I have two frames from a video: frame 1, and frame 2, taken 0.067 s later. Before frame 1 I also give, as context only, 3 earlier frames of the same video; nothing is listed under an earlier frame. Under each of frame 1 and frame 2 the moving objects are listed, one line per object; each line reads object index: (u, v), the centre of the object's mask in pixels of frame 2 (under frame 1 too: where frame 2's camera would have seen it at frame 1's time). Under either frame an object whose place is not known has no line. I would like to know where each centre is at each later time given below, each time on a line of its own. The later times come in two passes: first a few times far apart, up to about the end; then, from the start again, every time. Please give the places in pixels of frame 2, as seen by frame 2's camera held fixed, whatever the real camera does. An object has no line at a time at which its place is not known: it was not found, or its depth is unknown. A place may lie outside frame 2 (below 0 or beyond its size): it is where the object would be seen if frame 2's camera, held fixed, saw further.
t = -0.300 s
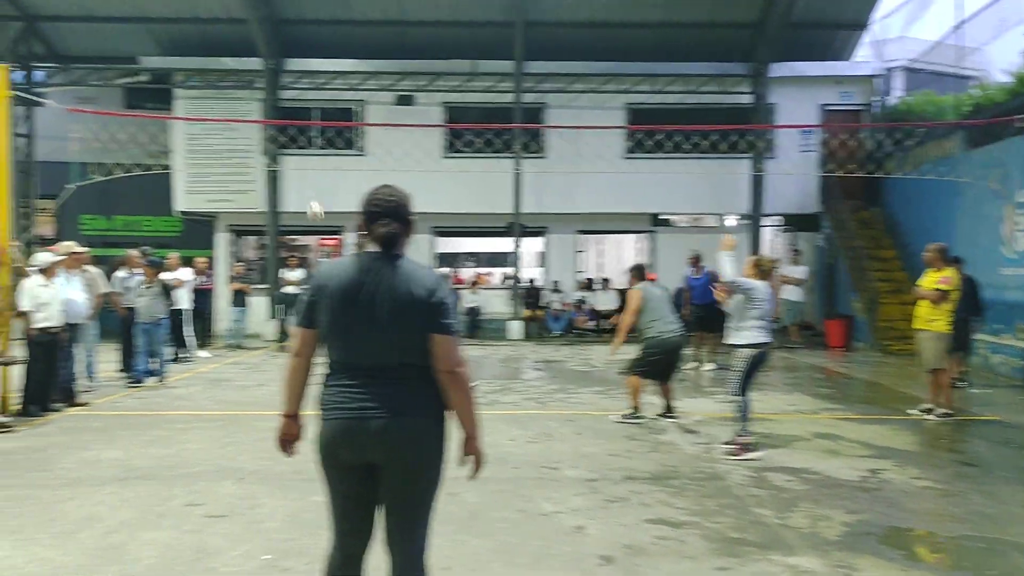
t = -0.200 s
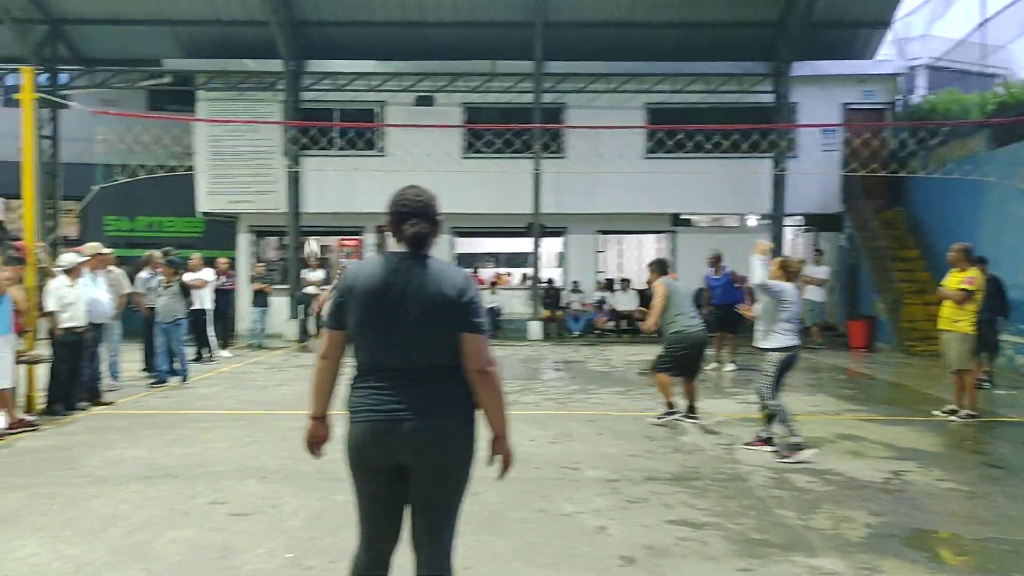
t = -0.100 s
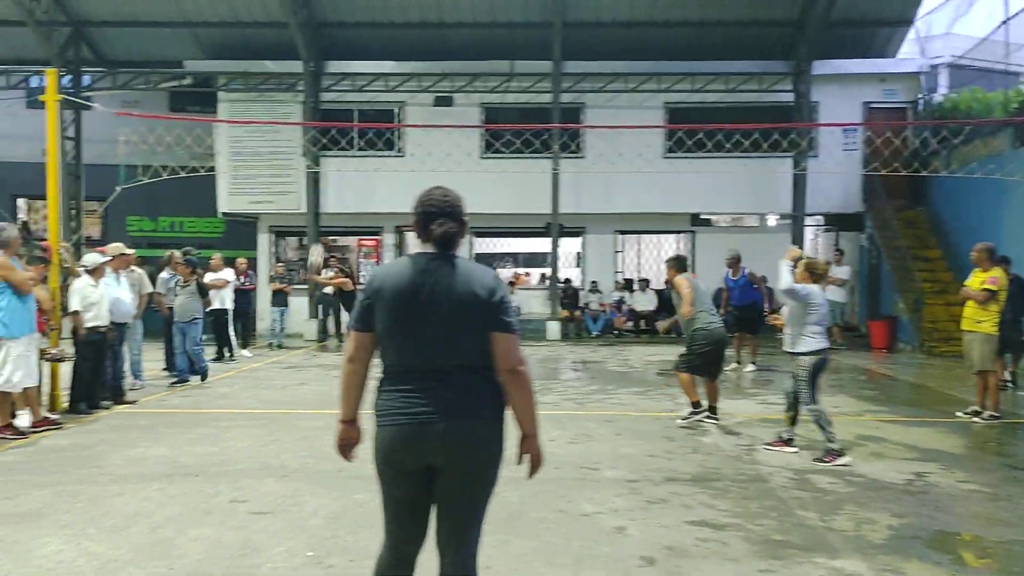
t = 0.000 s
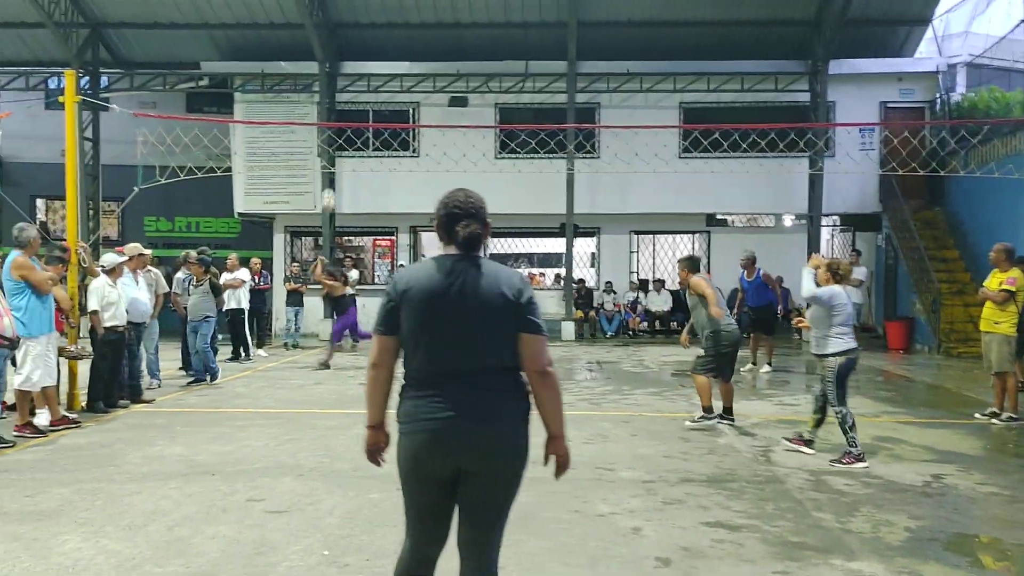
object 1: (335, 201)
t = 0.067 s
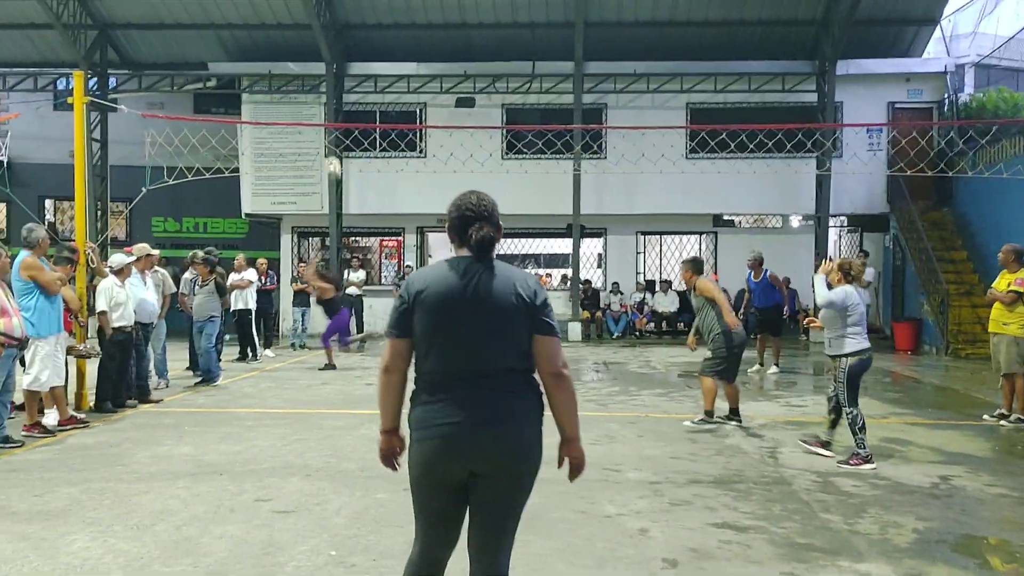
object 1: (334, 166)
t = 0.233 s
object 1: (328, 97)
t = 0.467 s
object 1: (321, 30)
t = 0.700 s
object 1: (314, 0)
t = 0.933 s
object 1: (307, 8)
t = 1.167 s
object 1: (300, 54)
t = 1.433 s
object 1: (291, 151)
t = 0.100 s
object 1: (333, 153)
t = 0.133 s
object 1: (332, 136)
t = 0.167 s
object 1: (332, 120)
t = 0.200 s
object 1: (330, 109)
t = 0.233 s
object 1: (328, 97)
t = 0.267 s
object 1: (327, 84)
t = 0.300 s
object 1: (326, 74)
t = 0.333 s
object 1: (326, 63)
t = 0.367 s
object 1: (324, 54)
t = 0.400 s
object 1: (323, 45)
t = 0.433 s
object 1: (322, 37)
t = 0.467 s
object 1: (321, 30)
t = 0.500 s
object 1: (320, 23)
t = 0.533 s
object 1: (319, 17)
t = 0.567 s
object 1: (318, 12)
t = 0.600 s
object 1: (317, 8)
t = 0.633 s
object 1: (316, 5)
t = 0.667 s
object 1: (315, 2)
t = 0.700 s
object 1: (314, 0)
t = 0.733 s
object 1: (313, -1)
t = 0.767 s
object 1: (312, -2)
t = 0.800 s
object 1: (311, -1)
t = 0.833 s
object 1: (310, 0)
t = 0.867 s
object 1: (309, 2)
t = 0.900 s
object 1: (308, 5)
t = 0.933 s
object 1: (307, 8)
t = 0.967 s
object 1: (306, 12)
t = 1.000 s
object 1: (305, 18)
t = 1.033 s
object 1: (304, 23)
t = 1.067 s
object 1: (303, 30)
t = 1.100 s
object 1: (302, 38)
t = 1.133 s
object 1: (301, 46)
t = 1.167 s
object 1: (300, 54)
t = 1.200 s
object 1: (299, 63)
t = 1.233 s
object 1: (298, 75)
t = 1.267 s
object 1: (297, 85)
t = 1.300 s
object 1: (296, 95)
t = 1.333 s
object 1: (294, 108)
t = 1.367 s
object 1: (294, 117)
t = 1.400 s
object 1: (292, 136)
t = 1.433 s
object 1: (291, 151)
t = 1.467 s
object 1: (290, 164)
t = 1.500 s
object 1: (290, 182)
